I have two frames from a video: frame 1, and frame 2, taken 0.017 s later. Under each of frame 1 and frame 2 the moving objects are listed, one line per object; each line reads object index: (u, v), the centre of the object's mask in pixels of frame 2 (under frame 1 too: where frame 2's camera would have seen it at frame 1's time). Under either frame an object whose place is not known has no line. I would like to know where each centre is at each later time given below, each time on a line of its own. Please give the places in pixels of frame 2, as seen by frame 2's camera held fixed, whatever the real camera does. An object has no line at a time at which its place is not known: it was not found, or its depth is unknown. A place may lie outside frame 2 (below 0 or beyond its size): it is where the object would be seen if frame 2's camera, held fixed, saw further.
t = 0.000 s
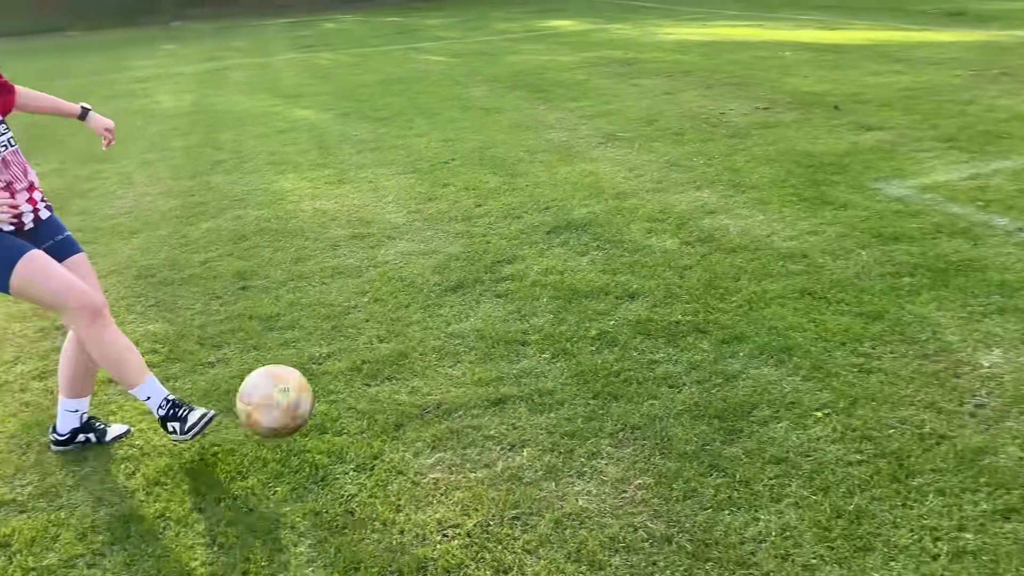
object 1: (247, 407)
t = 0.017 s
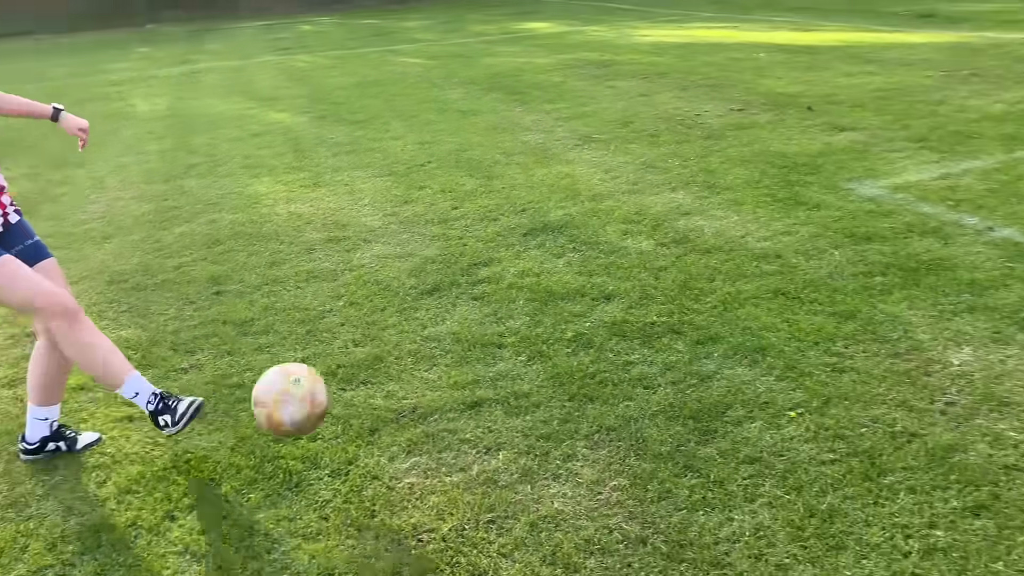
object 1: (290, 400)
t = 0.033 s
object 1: (334, 393)
